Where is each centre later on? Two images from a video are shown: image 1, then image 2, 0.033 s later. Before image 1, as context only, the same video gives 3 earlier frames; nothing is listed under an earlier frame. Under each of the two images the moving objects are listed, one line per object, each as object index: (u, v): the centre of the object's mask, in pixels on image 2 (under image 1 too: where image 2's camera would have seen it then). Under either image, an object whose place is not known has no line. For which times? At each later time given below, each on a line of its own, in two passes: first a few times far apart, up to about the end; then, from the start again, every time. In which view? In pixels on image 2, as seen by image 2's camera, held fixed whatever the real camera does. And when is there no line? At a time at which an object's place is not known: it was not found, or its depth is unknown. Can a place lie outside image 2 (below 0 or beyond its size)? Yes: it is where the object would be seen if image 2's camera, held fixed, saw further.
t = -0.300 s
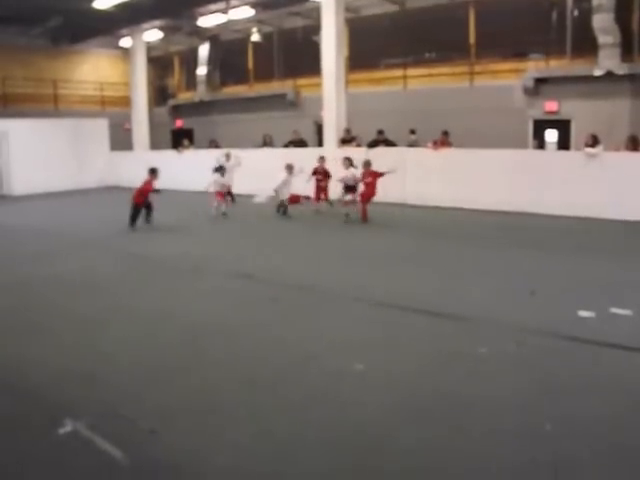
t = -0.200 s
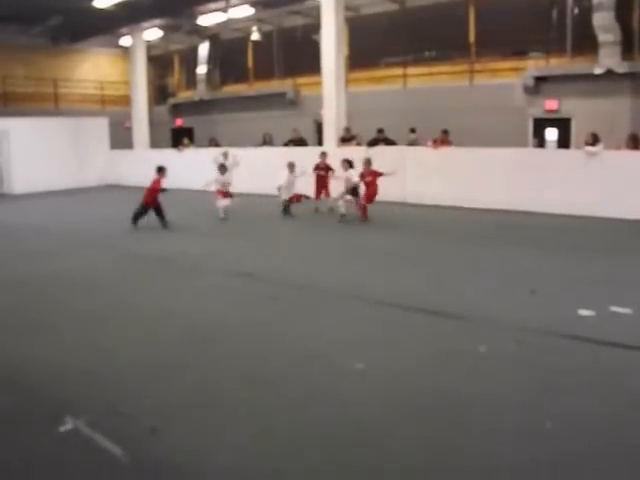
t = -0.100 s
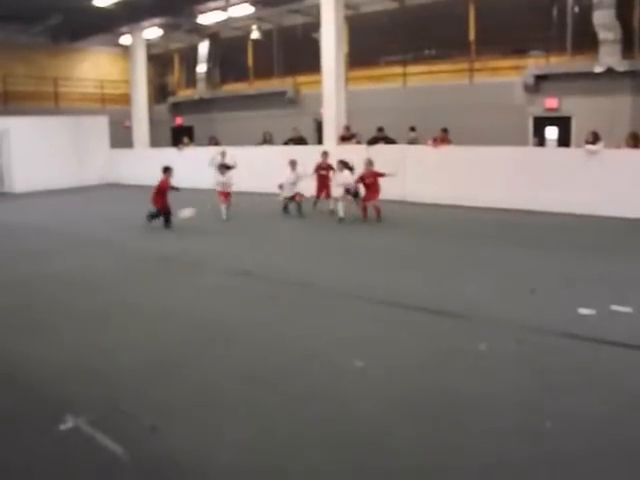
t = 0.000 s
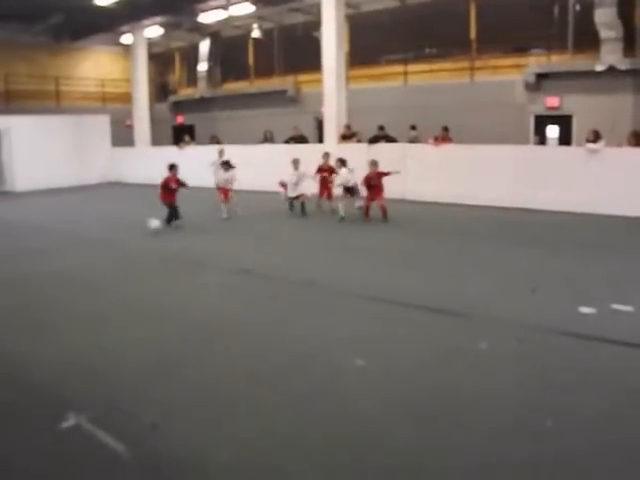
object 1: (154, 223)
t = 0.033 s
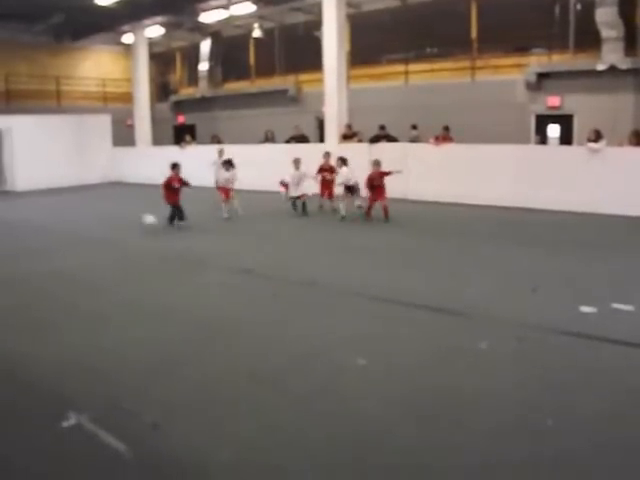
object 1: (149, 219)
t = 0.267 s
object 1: (106, 213)
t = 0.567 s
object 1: (52, 227)
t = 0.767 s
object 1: (14, 229)
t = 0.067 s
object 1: (142, 216)
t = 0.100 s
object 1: (137, 214)
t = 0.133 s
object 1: (131, 212)
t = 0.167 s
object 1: (125, 211)
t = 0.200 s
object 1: (119, 211)
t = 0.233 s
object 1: (112, 211)
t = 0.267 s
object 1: (106, 213)
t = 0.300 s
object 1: (101, 215)
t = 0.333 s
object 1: (95, 217)
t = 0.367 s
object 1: (89, 220)
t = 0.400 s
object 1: (83, 224)
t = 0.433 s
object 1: (77, 231)
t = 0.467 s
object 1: (71, 236)
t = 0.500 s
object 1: (65, 234)
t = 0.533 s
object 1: (59, 229)
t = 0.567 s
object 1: (52, 227)
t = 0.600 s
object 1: (46, 225)
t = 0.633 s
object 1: (39, 225)
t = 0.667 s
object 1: (33, 225)
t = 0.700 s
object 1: (27, 226)
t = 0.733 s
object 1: (21, 226)
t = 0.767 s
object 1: (14, 229)
